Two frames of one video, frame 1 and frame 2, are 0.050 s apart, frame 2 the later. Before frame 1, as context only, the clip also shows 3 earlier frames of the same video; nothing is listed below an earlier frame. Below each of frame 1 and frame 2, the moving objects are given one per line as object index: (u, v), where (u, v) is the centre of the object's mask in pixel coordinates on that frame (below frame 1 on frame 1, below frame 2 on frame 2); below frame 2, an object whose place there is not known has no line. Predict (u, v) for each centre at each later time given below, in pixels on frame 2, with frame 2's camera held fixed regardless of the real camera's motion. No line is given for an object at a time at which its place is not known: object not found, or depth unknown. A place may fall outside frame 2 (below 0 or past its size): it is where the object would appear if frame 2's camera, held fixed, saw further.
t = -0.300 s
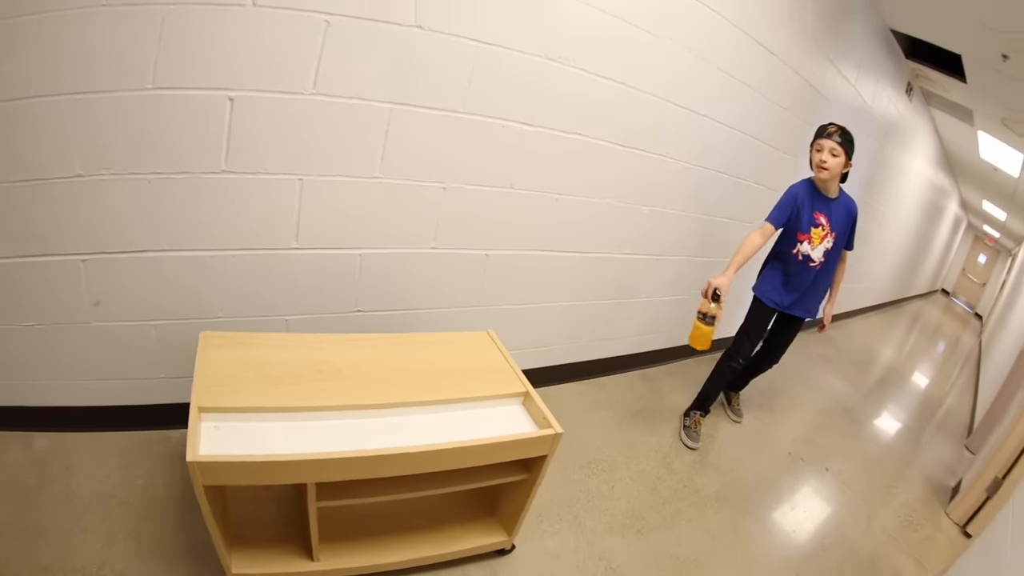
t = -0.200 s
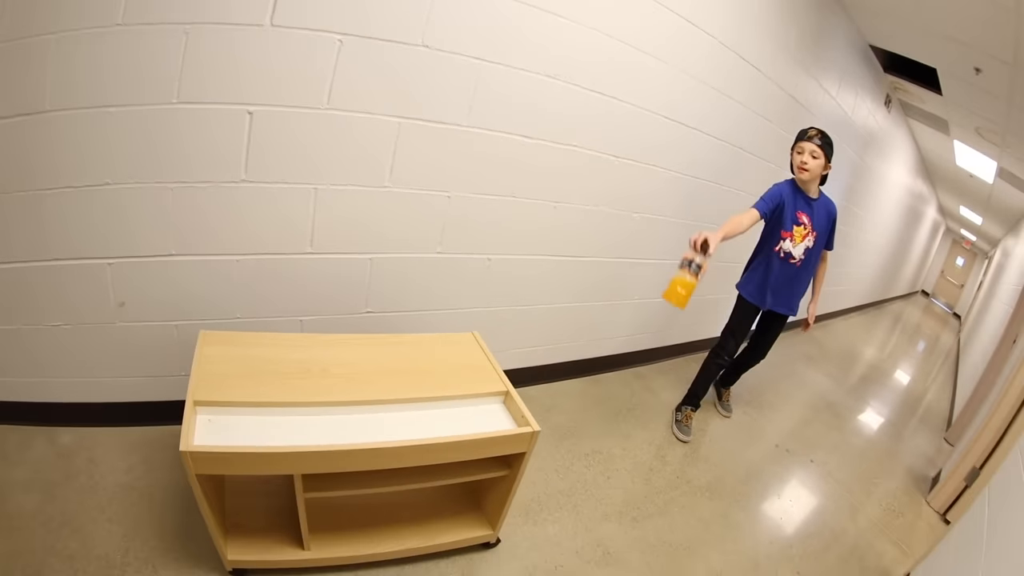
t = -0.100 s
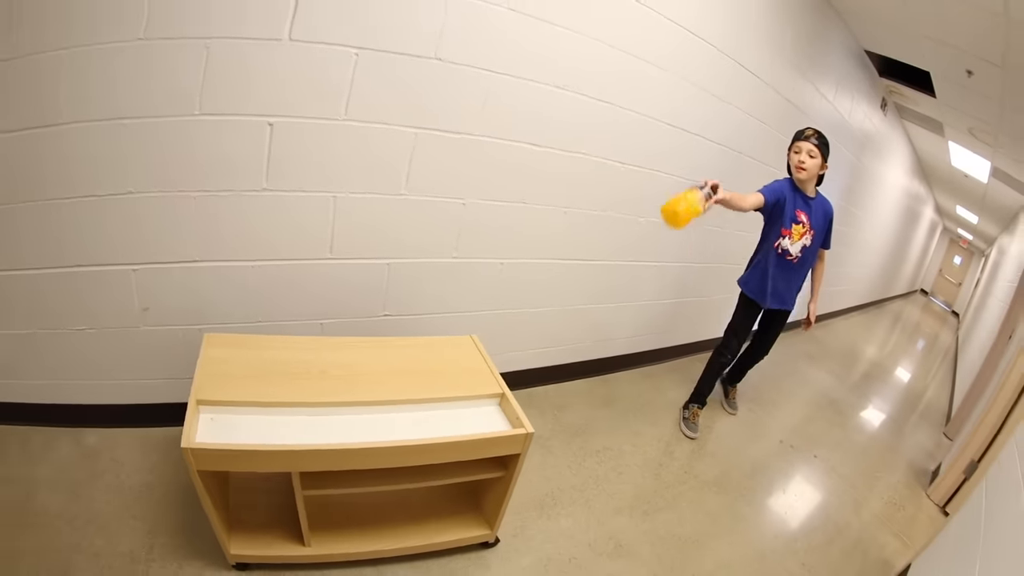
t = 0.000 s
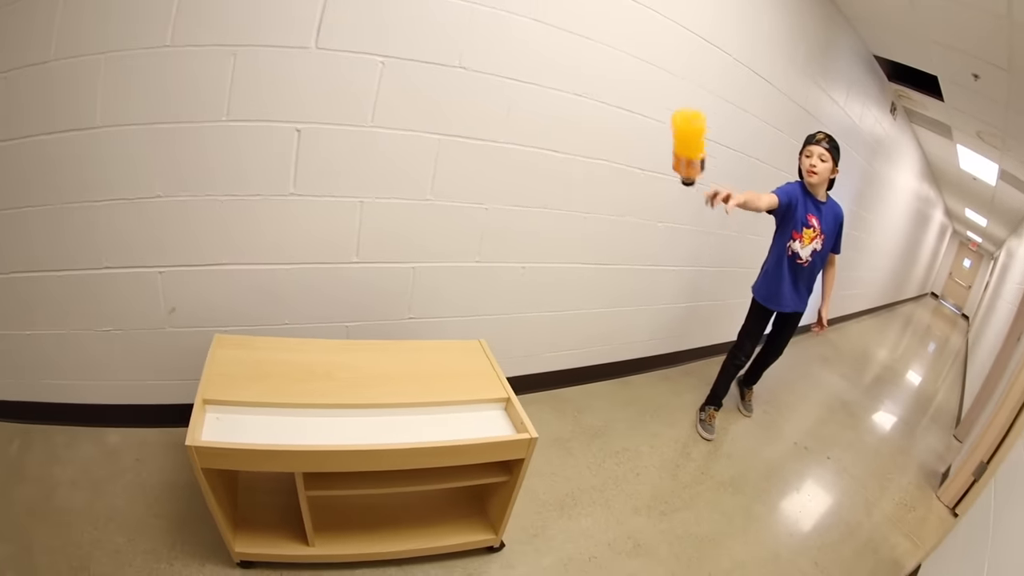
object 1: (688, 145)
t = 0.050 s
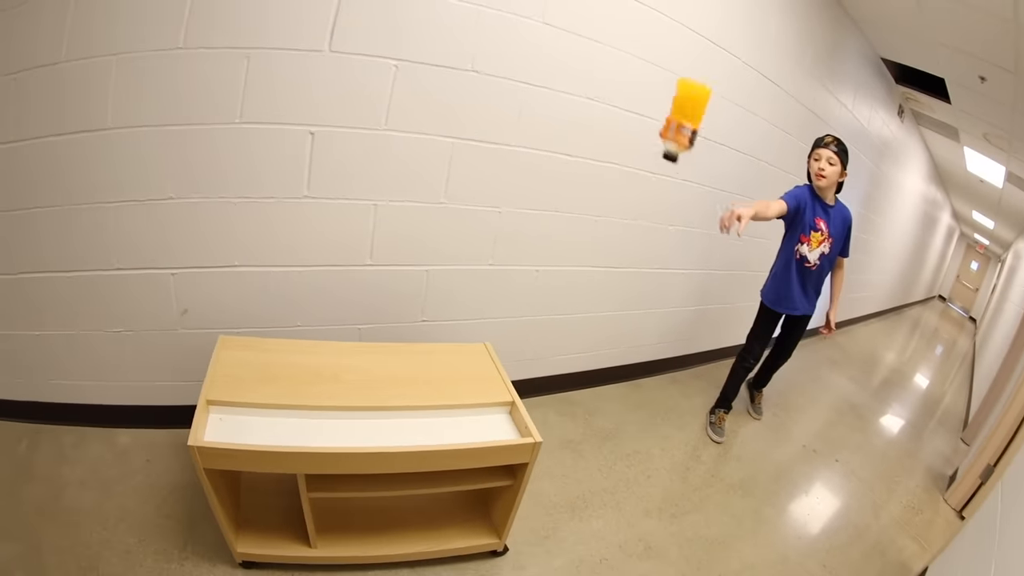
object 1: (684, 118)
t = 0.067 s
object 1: (679, 108)
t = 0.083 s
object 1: (674, 98)
